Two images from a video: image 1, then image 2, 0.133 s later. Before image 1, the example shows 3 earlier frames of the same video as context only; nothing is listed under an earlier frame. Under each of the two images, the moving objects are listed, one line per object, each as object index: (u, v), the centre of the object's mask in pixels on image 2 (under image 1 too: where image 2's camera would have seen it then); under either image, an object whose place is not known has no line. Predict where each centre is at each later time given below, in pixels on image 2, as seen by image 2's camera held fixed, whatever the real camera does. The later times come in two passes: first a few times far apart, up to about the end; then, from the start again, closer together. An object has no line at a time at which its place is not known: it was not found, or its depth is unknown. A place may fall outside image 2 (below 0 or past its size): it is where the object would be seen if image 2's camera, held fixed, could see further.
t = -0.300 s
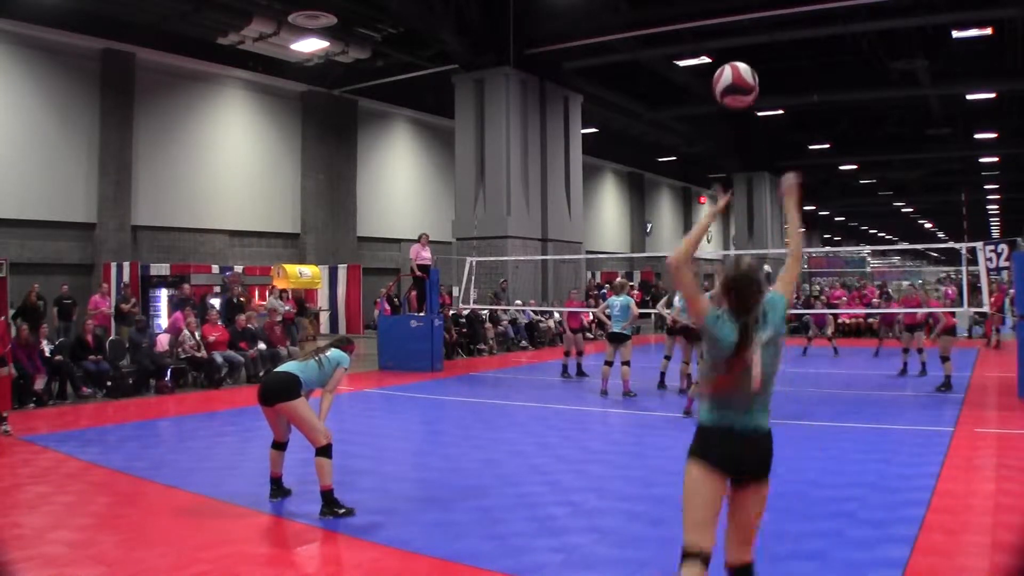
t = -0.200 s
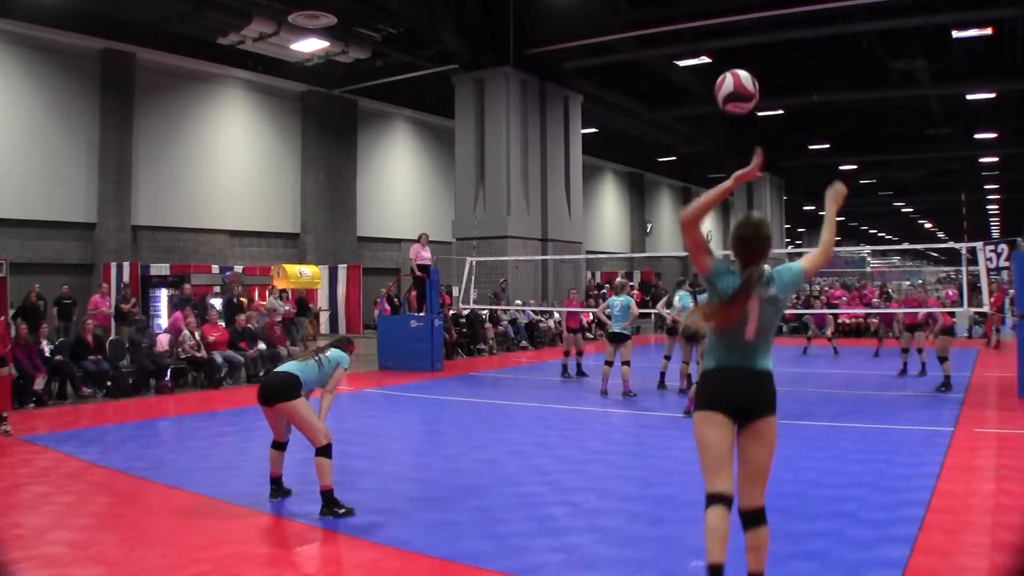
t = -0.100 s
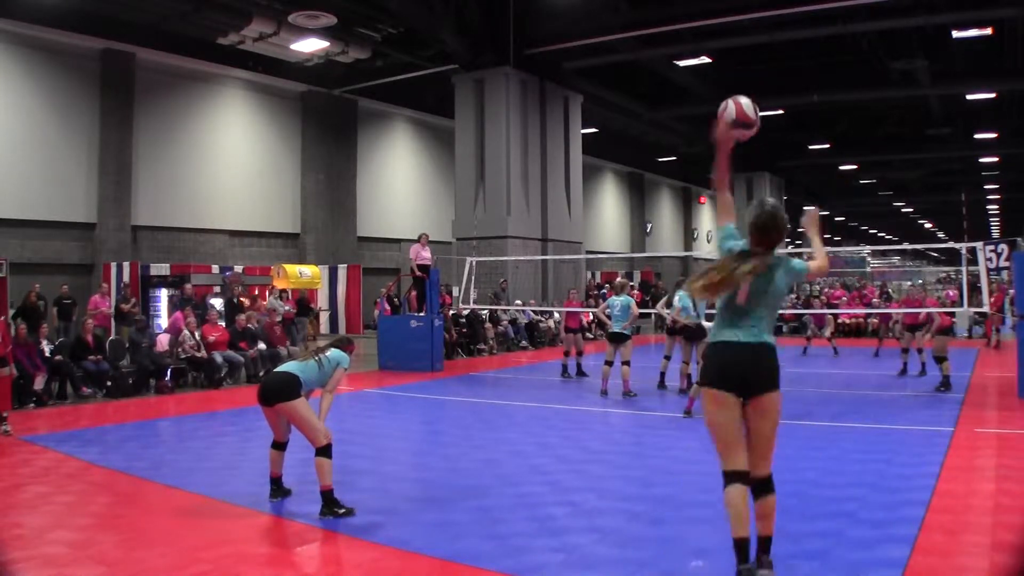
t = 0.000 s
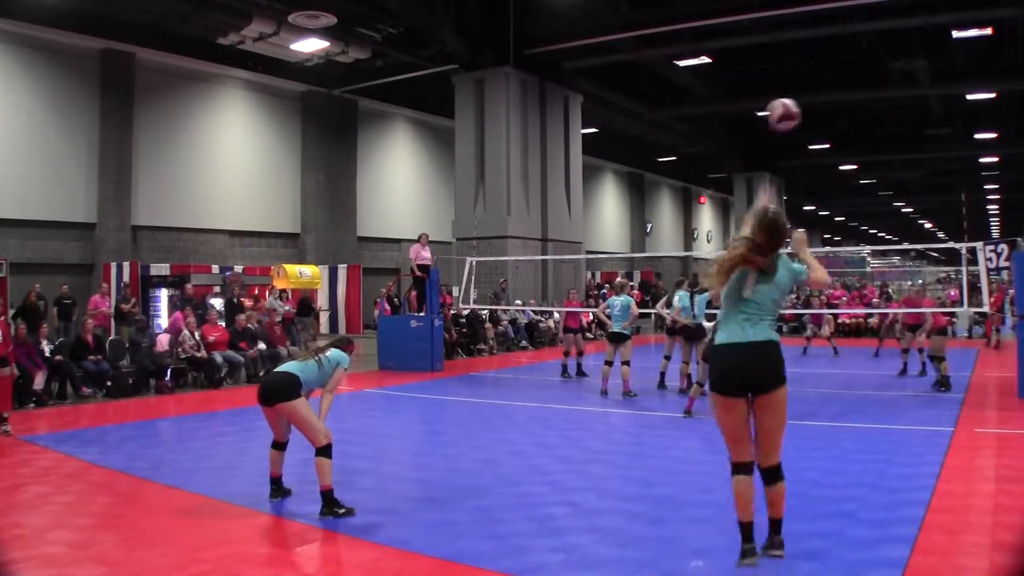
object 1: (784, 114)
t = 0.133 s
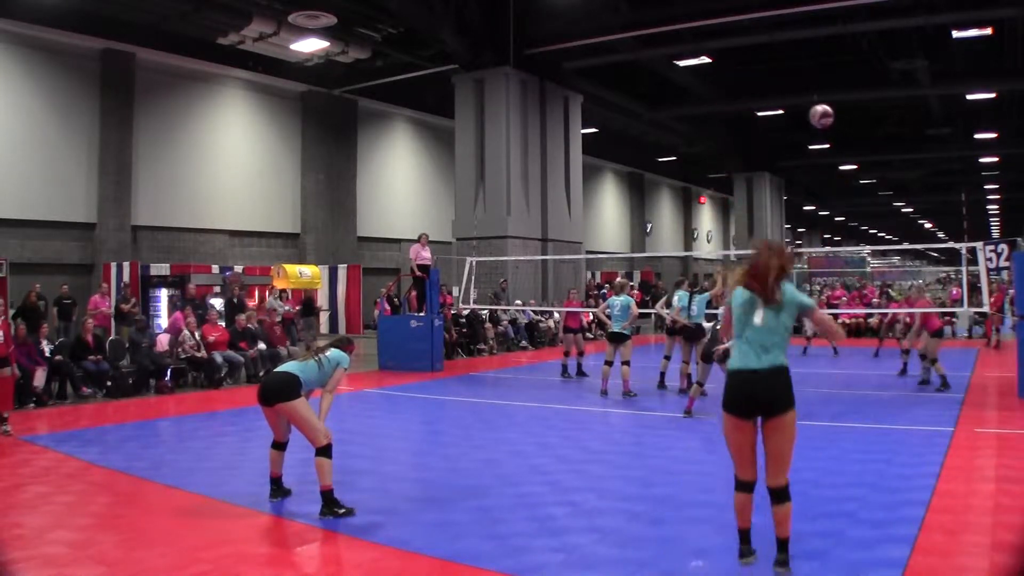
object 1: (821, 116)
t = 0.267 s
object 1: (842, 128)
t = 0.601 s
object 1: (868, 184)
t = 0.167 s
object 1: (828, 118)
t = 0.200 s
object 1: (833, 121)
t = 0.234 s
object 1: (837, 124)
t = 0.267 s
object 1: (842, 128)
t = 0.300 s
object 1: (845, 132)
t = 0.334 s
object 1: (849, 137)
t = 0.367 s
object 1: (852, 141)
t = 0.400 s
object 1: (855, 147)
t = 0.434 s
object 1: (858, 152)
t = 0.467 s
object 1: (861, 158)
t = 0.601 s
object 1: (868, 184)
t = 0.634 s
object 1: (870, 190)
